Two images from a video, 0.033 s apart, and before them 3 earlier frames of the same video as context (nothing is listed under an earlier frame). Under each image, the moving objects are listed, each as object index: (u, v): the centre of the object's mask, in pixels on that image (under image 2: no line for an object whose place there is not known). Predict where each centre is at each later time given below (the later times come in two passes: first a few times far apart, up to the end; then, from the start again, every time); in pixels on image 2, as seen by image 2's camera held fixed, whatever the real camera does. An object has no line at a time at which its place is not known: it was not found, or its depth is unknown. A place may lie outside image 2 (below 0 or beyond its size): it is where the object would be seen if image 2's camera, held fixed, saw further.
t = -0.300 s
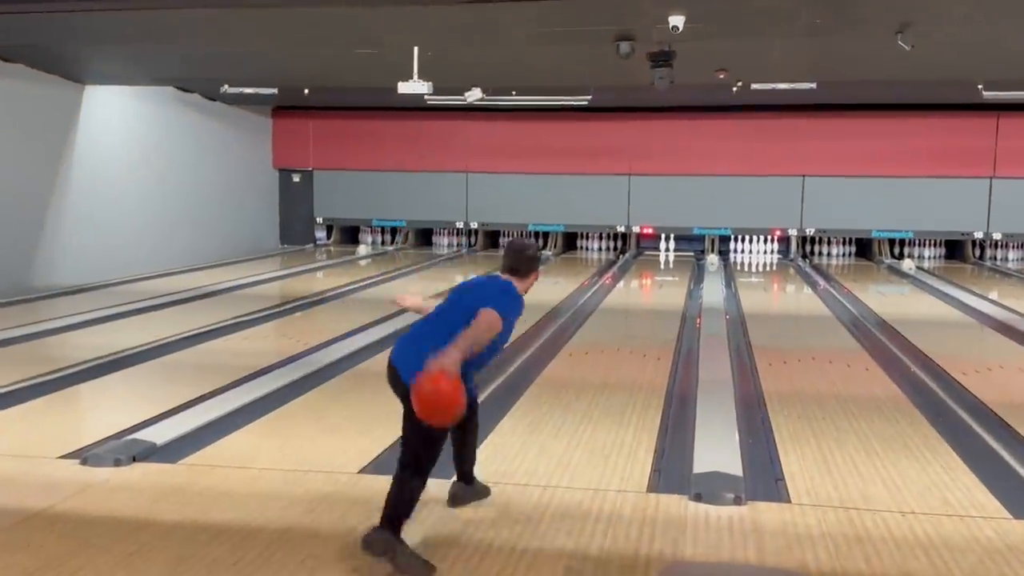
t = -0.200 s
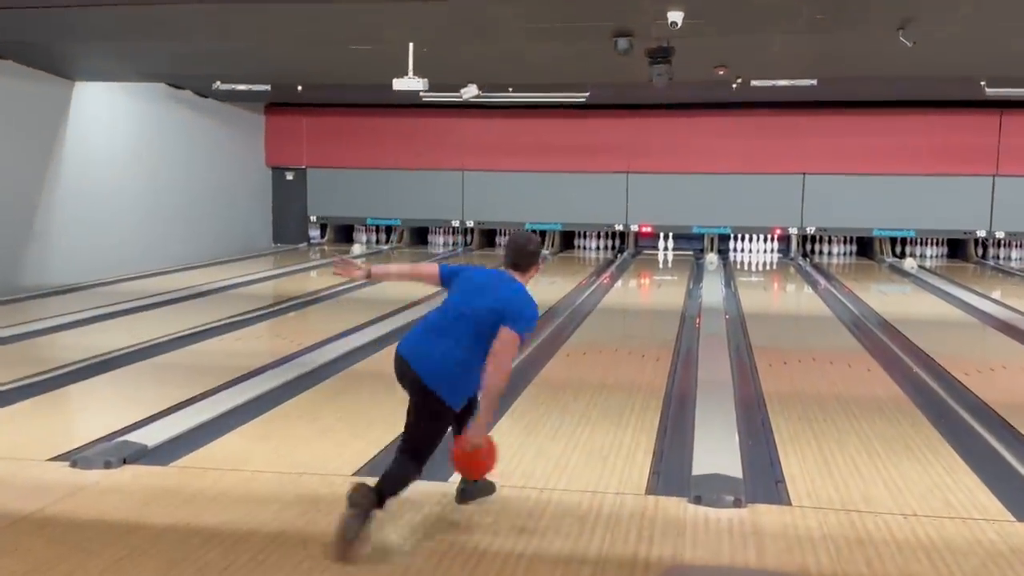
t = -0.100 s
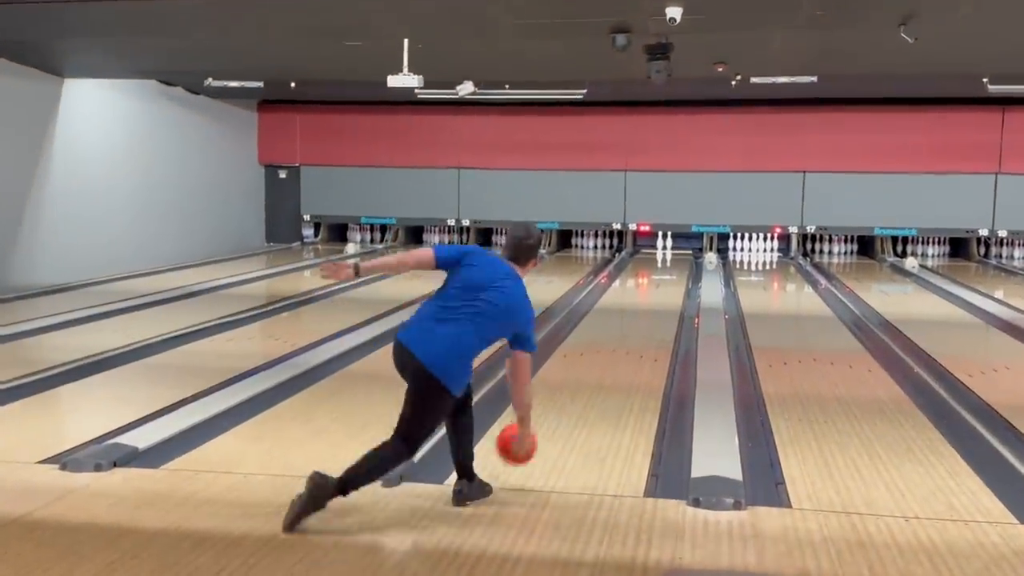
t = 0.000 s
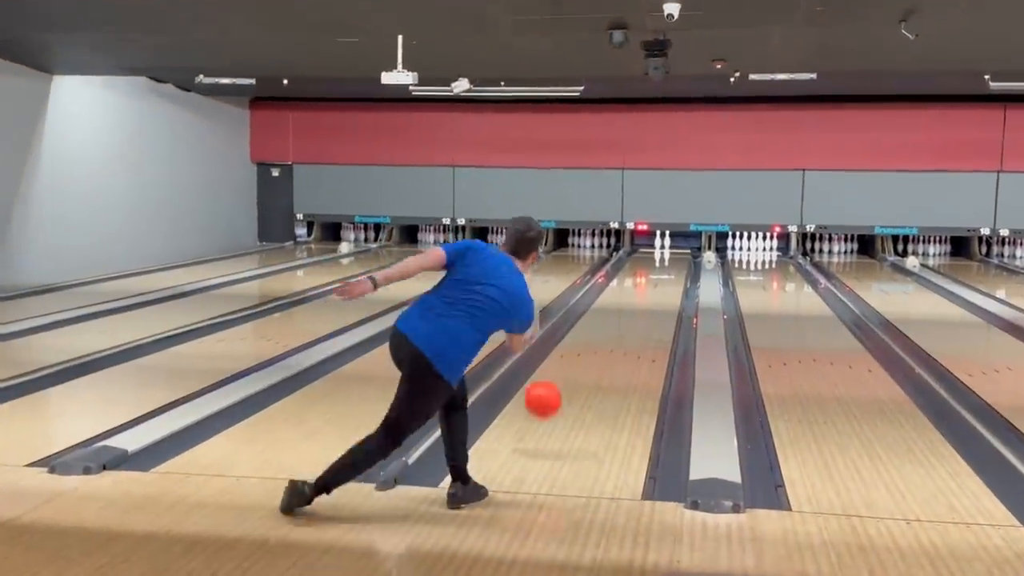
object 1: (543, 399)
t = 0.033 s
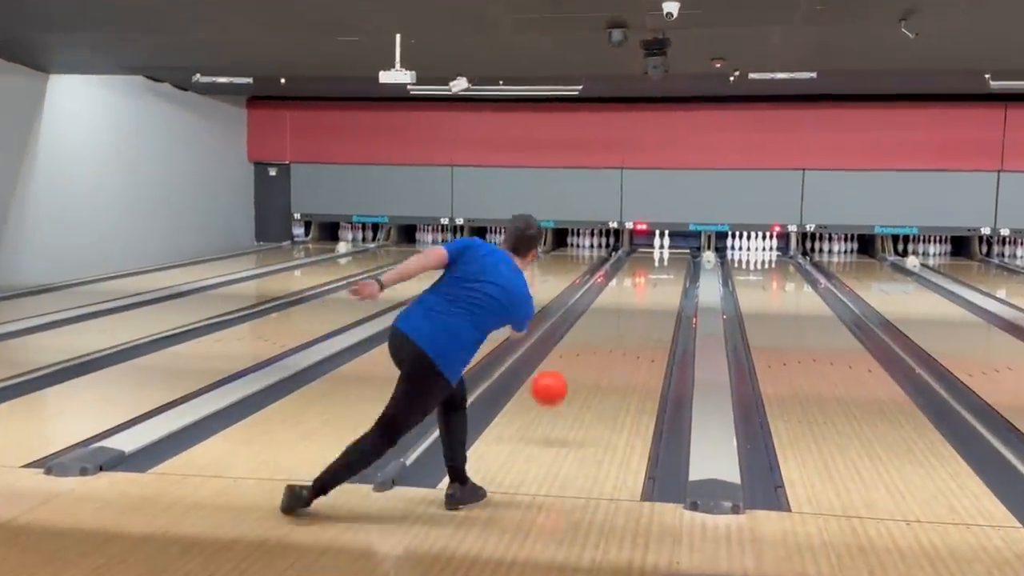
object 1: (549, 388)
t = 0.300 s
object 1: (595, 365)
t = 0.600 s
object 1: (625, 335)
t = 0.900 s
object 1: (644, 309)
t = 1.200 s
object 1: (655, 290)
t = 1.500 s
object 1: (661, 276)
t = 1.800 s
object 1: (661, 267)
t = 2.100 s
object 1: (659, 260)
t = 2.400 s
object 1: (655, 253)
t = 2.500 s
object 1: (653, 251)
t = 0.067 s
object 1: (556, 378)
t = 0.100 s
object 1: (563, 371)
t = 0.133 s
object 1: (569, 366)
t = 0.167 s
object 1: (575, 362)
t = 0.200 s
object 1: (580, 361)
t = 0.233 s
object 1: (585, 361)
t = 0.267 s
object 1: (590, 362)
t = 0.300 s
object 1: (595, 365)
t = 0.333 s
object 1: (599, 367)
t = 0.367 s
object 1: (603, 361)
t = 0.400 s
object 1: (607, 356)
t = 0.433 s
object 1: (610, 352)
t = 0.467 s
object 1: (613, 349)
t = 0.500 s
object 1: (617, 345)
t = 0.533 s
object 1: (620, 341)
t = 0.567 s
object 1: (623, 338)
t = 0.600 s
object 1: (625, 335)
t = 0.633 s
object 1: (627, 331)
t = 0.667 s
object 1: (630, 328)
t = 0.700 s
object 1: (632, 325)
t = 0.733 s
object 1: (635, 322)
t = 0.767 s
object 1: (636, 319)
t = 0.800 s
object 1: (638, 317)
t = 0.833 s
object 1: (640, 314)
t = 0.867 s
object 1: (642, 311)
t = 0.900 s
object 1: (644, 309)
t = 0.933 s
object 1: (645, 307)
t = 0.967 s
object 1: (646, 304)
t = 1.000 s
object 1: (648, 302)
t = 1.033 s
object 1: (649, 300)
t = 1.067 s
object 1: (650, 298)
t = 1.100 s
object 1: (651, 296)
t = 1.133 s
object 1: (652, 294)
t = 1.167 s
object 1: (654, 292)
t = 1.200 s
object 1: (655, 290)
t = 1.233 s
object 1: (656, 288)
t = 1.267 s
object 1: (656, 286)
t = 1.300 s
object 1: (658, 284)
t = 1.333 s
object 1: (658, 283)
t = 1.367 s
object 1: (659, 281)
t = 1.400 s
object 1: (660, 280)
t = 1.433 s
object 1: (661, 279)
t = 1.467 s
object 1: (661, 278)
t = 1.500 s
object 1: (661, 276)
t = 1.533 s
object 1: (661, 275)
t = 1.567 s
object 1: (662, 274)
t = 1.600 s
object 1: (662, 273)
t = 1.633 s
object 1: (662, 273)
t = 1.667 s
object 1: (662, 270)
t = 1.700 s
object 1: (662, 270)
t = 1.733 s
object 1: (662, 270)
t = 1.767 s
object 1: (661, 267)
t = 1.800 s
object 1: (661, 267)
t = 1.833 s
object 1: (661, 267)
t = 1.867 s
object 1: (661, 264)
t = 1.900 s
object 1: (661, 264)
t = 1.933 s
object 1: (660, 264)
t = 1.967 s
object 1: (661, 262)
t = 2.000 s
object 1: (660, 262)
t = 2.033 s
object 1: (660, 261)
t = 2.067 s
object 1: (660, 260)
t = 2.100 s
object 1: (659, 260)
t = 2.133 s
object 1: (659, 260)
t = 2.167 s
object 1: (659, 259)
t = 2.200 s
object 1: (659, 259)
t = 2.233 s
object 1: (658, 258)
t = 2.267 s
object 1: (657, 255)
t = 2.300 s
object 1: (657, 255)
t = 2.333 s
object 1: (656, 255)
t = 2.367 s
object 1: (655, 253)
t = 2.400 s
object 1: (655, 253)
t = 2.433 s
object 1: (654, 252)
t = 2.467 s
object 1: (653, 251)
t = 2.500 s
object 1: (653, 251)
